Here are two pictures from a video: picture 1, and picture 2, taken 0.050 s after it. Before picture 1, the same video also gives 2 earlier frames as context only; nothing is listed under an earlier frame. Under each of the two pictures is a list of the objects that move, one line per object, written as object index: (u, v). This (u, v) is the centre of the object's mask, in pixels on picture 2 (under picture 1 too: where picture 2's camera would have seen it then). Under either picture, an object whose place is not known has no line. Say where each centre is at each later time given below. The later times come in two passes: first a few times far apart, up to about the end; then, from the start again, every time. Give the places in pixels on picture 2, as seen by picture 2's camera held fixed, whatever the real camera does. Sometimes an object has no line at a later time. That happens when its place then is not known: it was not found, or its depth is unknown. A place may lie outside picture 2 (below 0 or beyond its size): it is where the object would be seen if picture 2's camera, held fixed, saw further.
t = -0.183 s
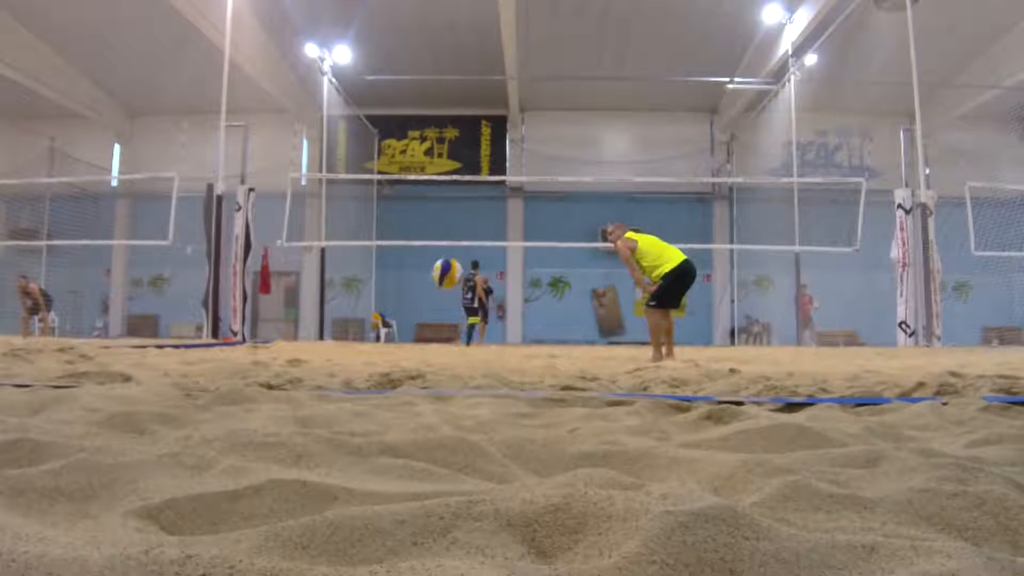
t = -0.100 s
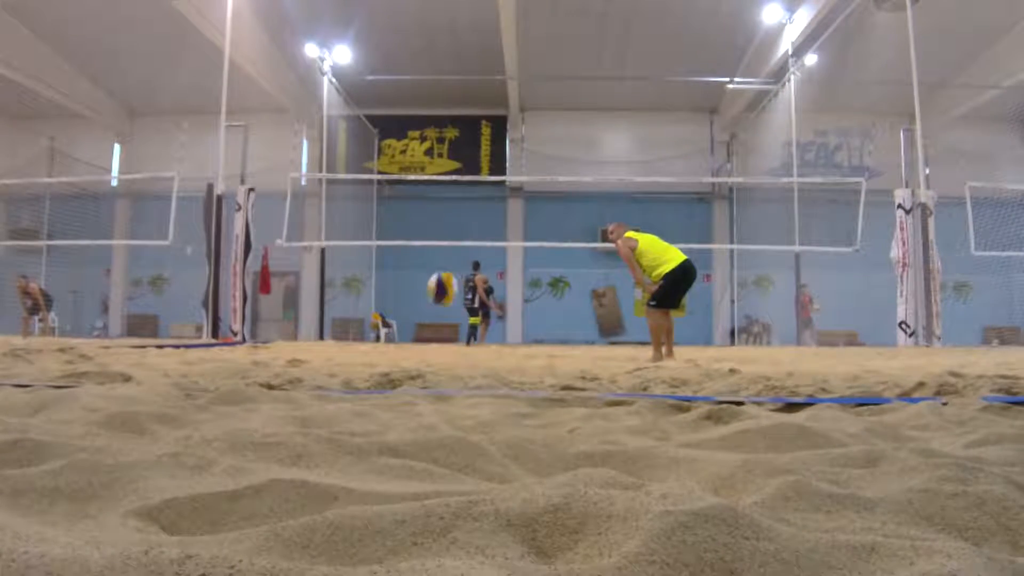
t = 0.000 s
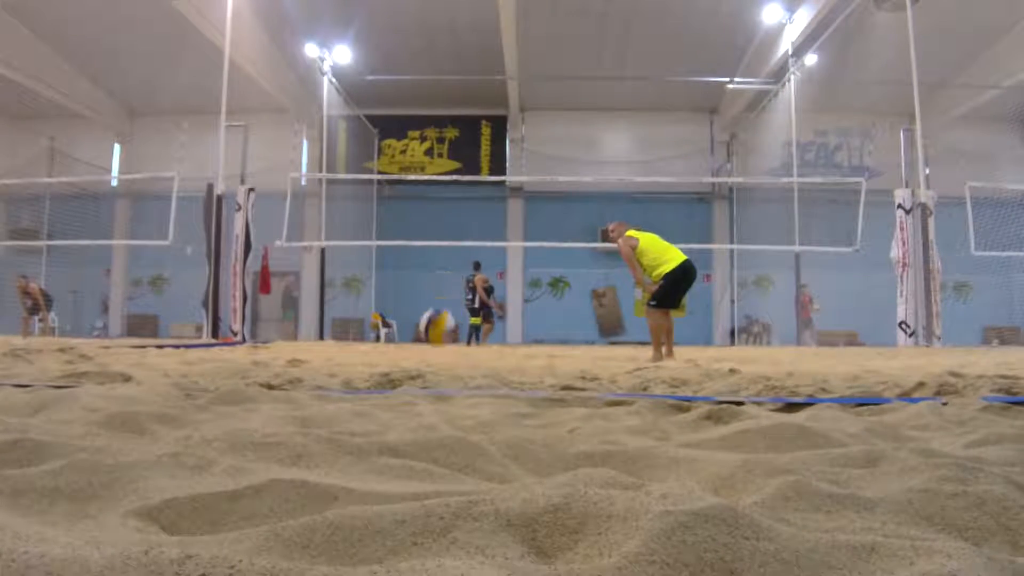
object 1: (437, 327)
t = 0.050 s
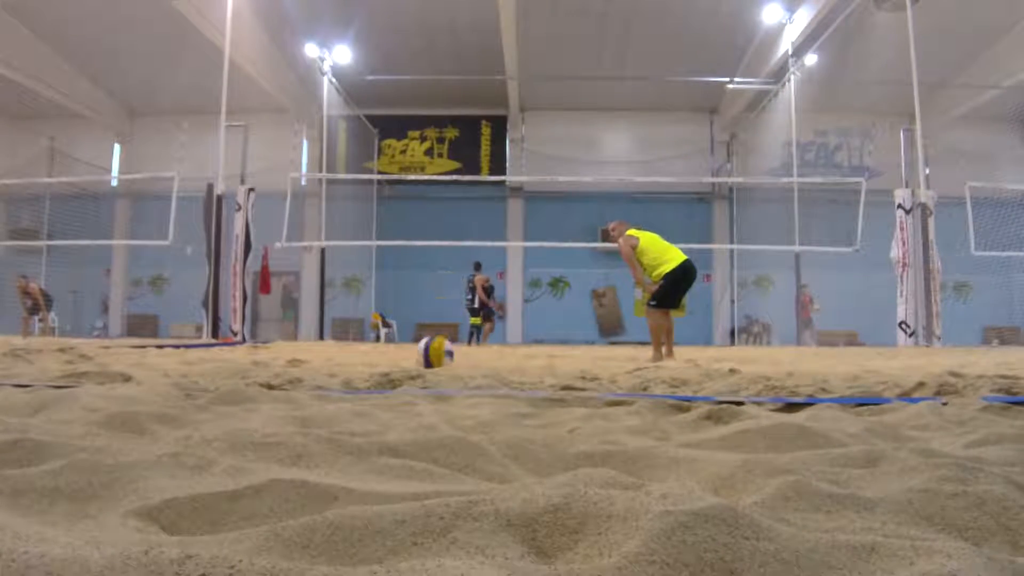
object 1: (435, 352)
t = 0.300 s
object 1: (406, 344)
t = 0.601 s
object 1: (345, 321)
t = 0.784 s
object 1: (276, 343)
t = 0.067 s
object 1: (434, 352)
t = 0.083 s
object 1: (432, 350)
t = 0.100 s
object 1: (430, 348)
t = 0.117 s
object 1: (428, 345)
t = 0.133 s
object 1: (427, 343)
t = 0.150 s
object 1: (425, 341)
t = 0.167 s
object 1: (424, 340)
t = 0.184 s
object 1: (422, 340)
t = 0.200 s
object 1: (419, 340)
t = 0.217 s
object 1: (418, 340)
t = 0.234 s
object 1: (416, 342)
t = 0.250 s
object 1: (413, 344)
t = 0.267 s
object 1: (411, 346)
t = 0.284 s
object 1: (408, 345)
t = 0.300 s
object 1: (406, 344)
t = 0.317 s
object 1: (404, 343)
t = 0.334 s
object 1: (402, 344)
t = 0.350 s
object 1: (399, 345)
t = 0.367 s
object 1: (396, 346)
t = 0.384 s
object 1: (393, 347)
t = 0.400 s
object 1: (390, 349)
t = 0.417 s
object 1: (387, 349)
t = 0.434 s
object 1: (383, 345)
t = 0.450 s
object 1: (380, 341)
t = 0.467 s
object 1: (377, 335)
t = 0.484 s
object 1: (374, 331)
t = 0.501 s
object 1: (371, 328)
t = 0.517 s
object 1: (366, 325)
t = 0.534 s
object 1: (362, 322)
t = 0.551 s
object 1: (357, 321)
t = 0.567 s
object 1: (352, 320)
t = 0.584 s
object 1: (349, 320)
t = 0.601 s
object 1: (345, 321)
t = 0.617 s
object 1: (340, 324)
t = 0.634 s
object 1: (334, 327)
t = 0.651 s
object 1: (328, 331)
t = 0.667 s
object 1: (322, 336)
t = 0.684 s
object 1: (316, 344)
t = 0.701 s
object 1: (311, 350)
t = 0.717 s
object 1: (305, 354)
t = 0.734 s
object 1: (298, 354)
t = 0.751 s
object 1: (291, 351)
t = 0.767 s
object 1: (283, 346)
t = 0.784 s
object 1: (276, 343)
